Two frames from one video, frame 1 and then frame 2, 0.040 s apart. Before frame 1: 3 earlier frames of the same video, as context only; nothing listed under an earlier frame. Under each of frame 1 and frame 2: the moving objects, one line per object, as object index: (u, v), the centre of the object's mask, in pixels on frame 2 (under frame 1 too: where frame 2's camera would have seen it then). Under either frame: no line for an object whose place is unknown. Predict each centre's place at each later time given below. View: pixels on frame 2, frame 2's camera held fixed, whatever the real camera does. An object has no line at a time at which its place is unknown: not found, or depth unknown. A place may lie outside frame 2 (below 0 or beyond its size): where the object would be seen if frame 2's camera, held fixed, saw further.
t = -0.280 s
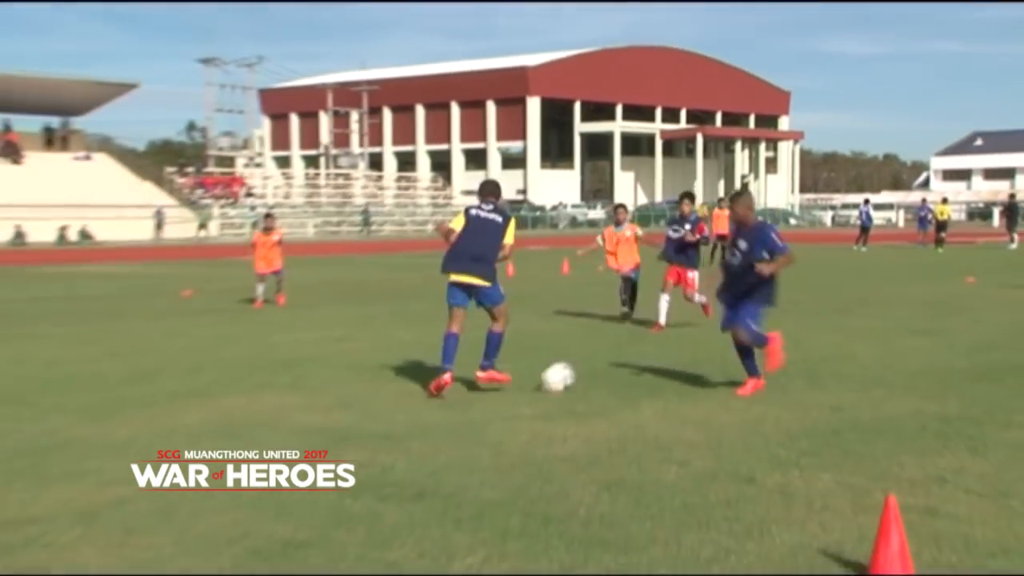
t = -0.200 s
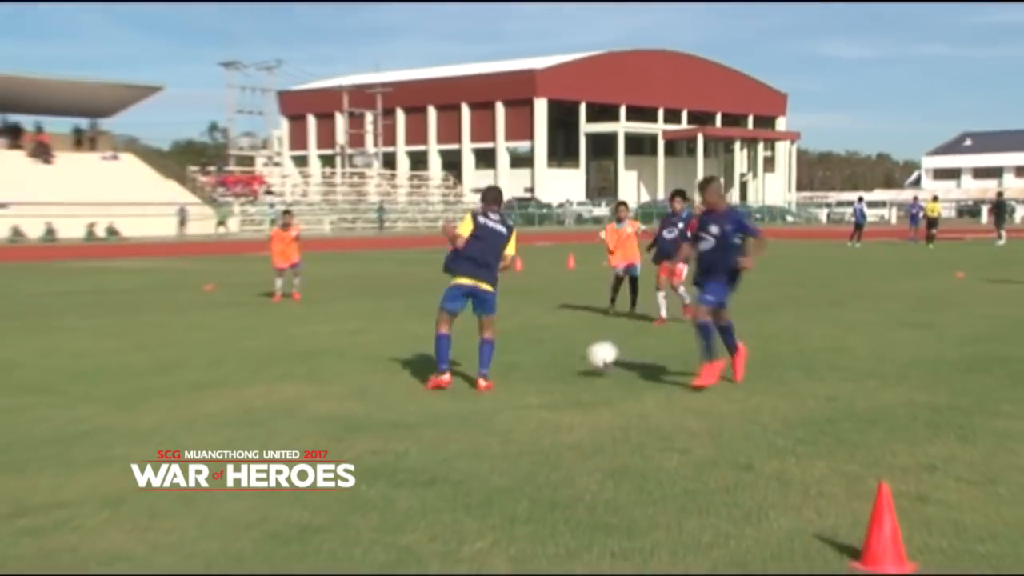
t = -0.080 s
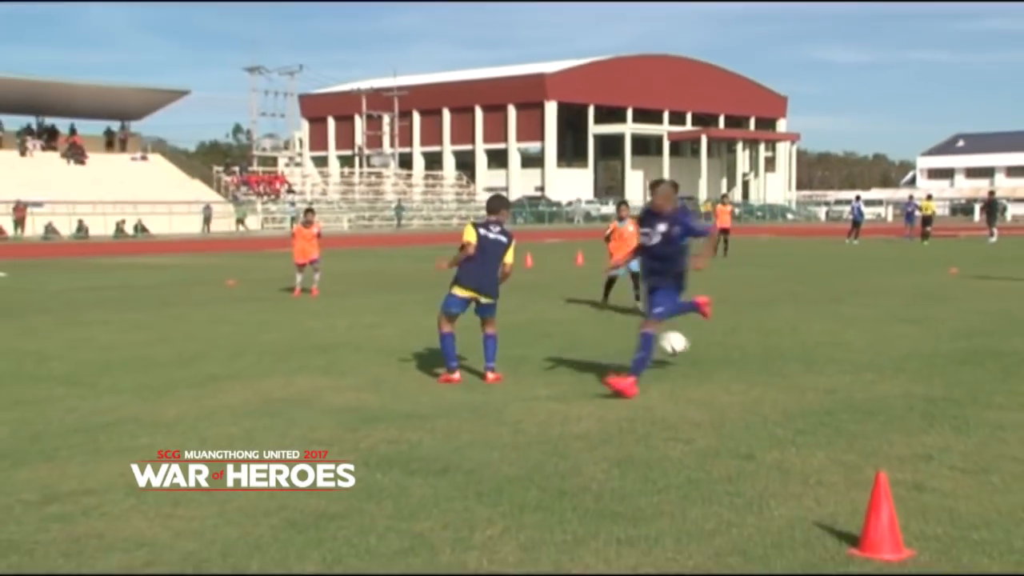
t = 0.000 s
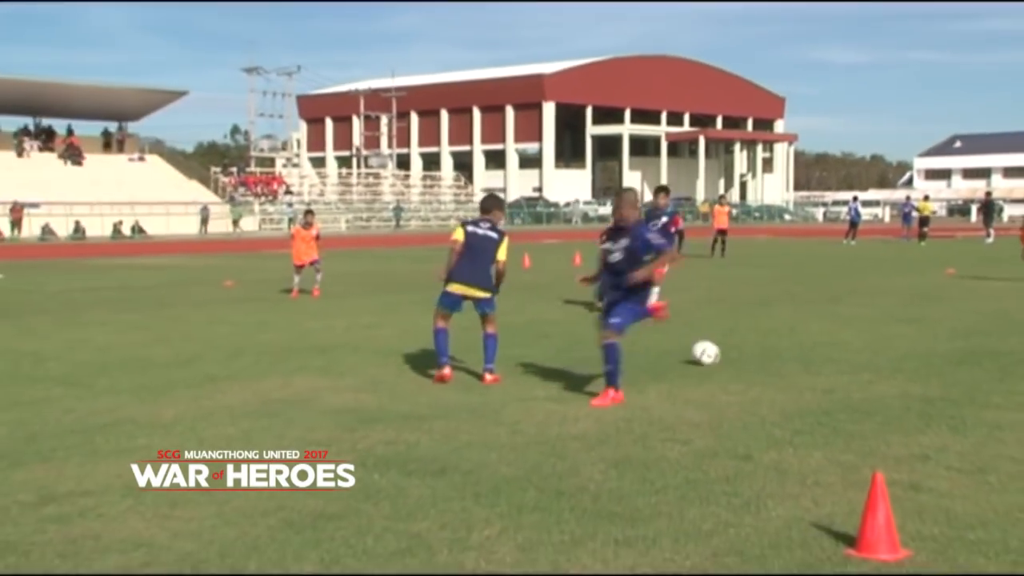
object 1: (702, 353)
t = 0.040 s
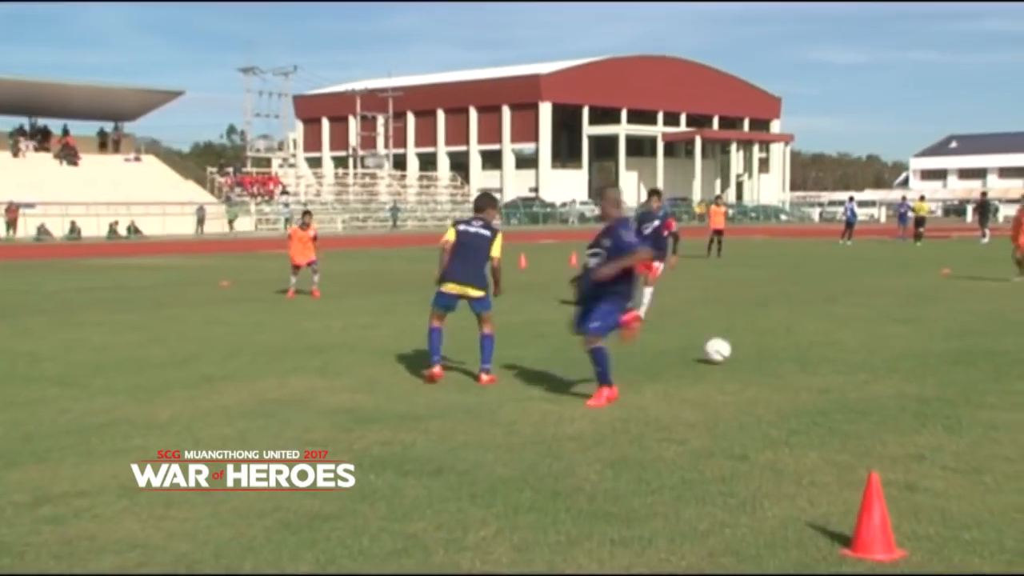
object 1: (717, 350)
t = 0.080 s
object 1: (732, 346)
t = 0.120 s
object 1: (746, 344)
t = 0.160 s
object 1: (760, 344)
